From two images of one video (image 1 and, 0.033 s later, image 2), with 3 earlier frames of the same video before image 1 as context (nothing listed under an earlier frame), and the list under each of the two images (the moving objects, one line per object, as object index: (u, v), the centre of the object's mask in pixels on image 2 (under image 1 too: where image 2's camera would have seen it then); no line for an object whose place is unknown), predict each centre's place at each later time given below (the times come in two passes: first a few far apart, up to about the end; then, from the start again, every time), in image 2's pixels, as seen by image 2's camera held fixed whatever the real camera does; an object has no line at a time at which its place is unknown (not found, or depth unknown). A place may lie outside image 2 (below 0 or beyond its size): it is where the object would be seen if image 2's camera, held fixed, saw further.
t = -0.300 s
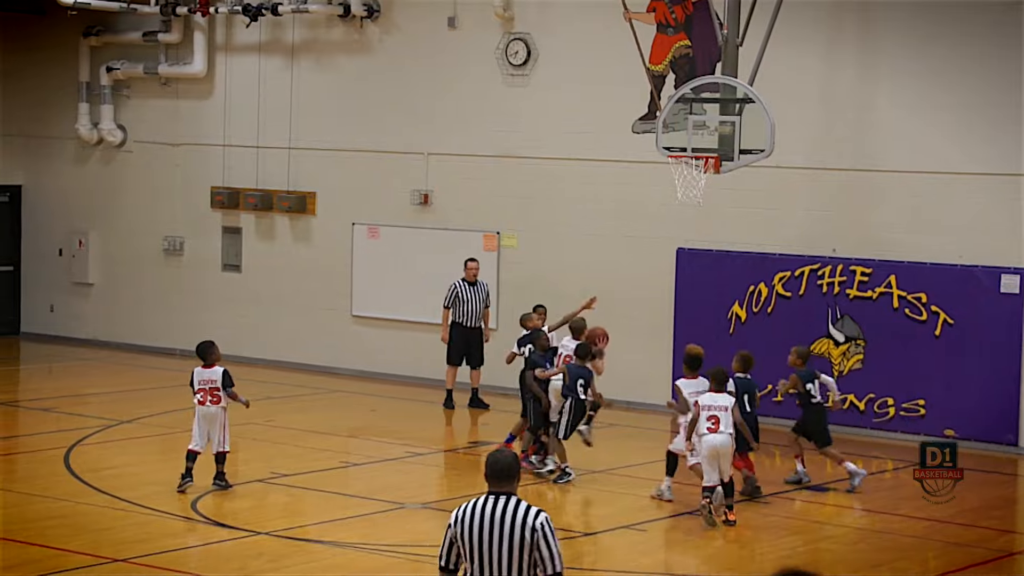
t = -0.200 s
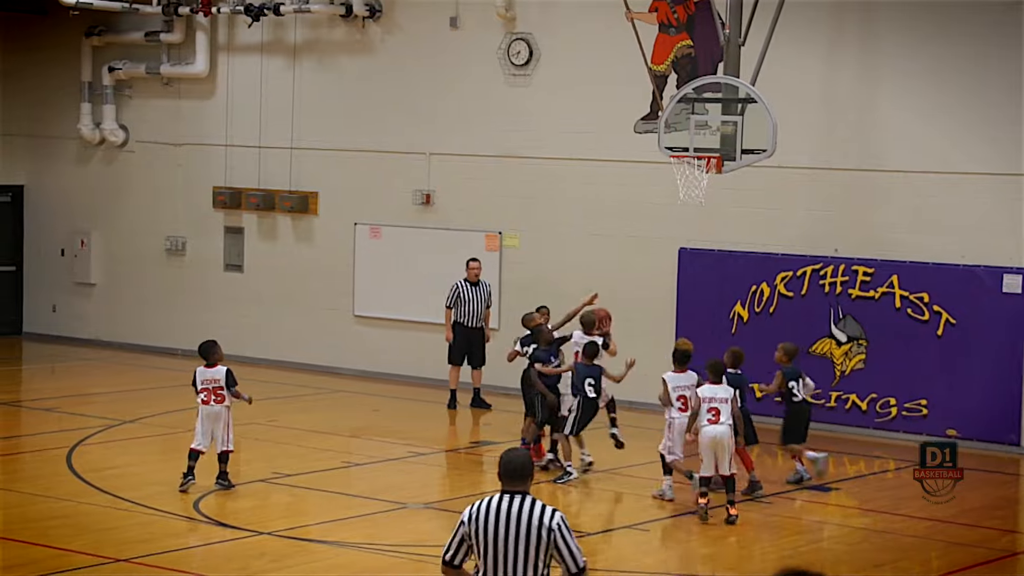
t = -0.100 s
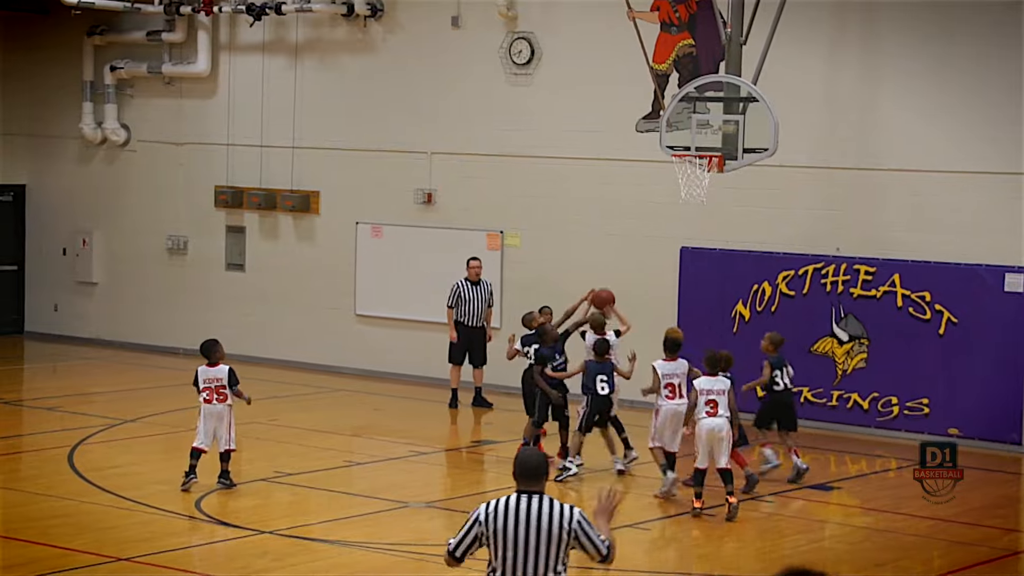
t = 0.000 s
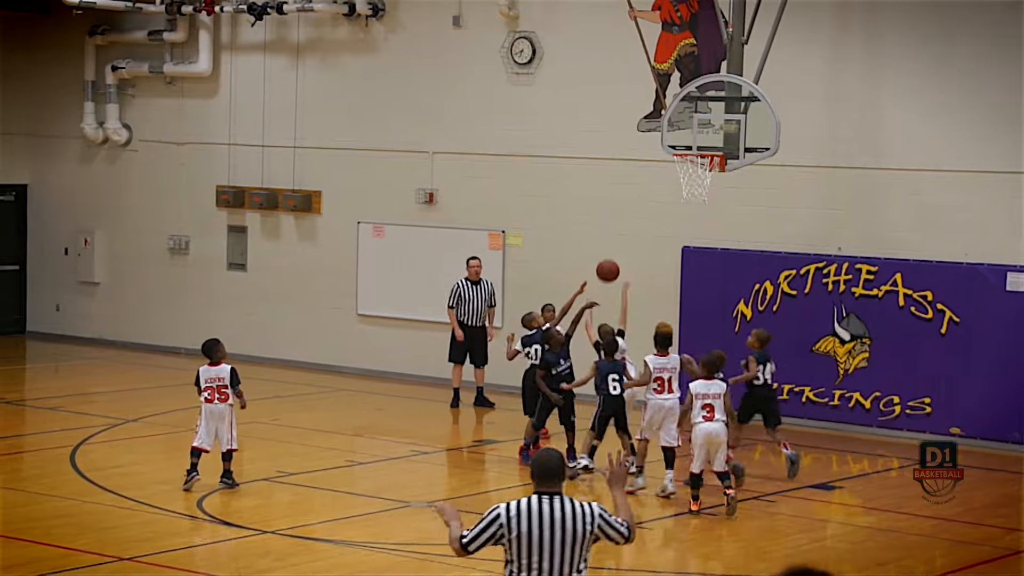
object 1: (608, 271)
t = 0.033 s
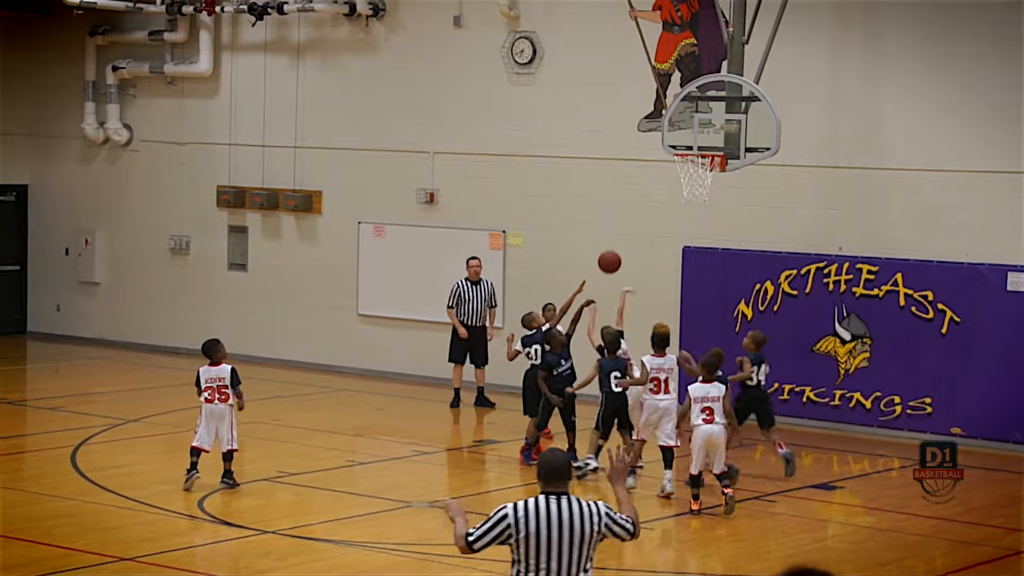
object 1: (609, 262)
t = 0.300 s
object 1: (617, 230)
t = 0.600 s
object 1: (623, 277)
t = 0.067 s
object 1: (610, 254)
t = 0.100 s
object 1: (612, 247)
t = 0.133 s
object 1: (612, 242)
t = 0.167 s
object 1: (613, 237)
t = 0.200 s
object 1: (614, 234)
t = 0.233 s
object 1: (615, 232)
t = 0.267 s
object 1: (616, 231)
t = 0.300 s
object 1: (617, 230)
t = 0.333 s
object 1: (618, 231)
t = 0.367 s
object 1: (618, 233)
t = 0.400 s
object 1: (619, 236)
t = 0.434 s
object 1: (620, 241)
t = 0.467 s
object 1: (620, 246)
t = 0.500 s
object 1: (621, 252)
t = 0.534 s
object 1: (621, 260)
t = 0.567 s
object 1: (622, 268)
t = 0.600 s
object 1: (623, 277)
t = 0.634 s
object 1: (623, 287)
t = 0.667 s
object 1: (624, 299)
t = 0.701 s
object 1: (624, 311)
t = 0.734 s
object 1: (625, 324)
